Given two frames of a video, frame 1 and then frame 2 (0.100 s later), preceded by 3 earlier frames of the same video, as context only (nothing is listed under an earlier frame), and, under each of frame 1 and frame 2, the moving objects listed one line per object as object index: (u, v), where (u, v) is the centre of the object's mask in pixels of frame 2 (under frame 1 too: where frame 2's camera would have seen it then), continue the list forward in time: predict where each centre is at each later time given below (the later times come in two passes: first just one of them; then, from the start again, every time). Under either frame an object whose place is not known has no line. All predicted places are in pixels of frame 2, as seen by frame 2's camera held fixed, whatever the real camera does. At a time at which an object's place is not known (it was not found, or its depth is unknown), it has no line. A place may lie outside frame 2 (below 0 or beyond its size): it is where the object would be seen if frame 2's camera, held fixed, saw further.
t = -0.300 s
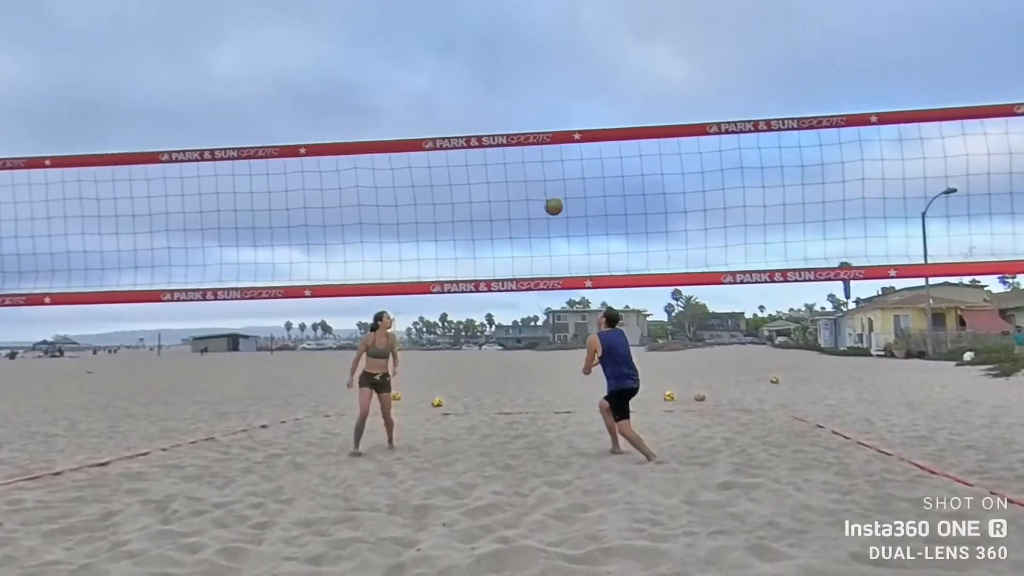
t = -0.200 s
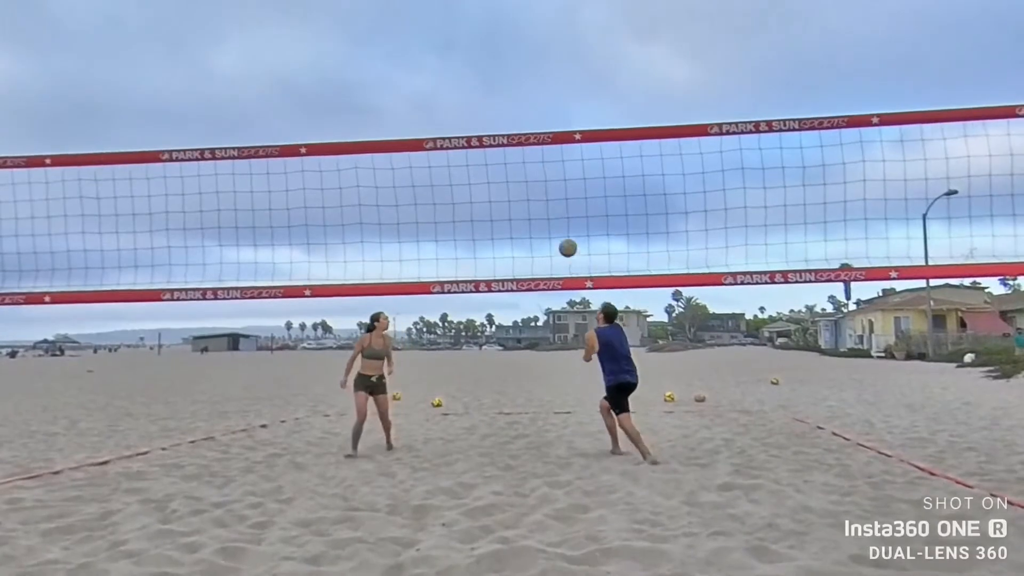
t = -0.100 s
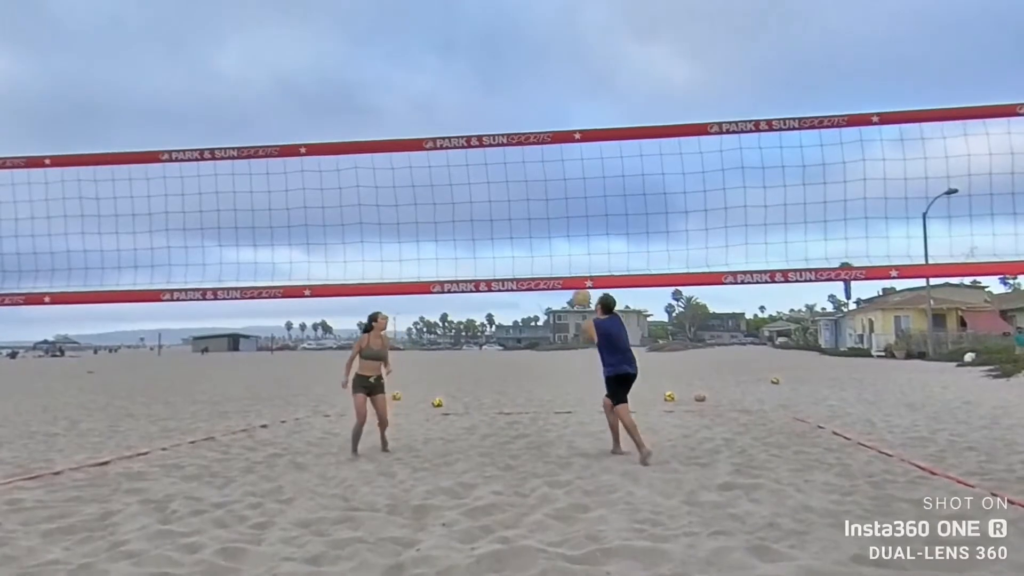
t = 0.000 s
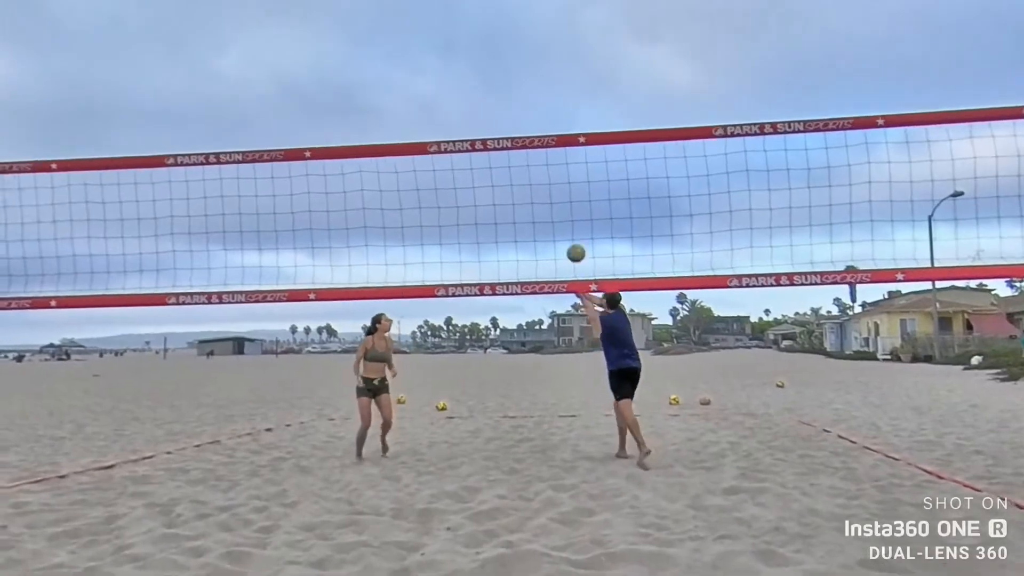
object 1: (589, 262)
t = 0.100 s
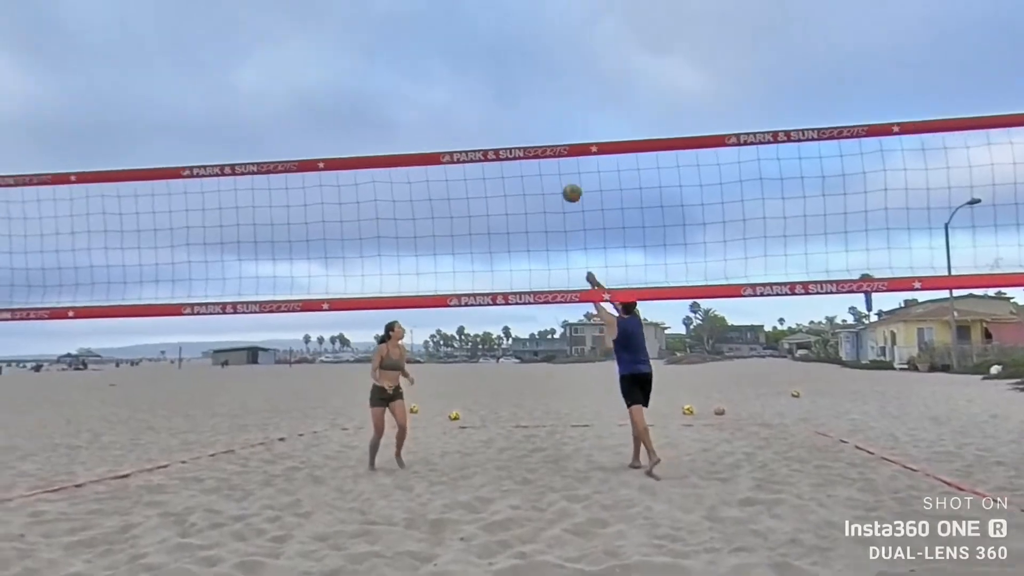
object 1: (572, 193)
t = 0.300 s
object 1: (540, 80)
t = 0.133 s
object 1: (567, 172)
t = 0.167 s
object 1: (562, 143)
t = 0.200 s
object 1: (556, 132)
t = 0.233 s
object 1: (551, 114)
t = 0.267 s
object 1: (546, 96)
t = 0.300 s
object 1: (540, 80)
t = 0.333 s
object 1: (536, 66)
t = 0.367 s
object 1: (531, 52)
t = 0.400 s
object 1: (526, 39)
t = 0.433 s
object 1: (521, 26)
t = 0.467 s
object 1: (517, 16)
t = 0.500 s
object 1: (512, 6)
